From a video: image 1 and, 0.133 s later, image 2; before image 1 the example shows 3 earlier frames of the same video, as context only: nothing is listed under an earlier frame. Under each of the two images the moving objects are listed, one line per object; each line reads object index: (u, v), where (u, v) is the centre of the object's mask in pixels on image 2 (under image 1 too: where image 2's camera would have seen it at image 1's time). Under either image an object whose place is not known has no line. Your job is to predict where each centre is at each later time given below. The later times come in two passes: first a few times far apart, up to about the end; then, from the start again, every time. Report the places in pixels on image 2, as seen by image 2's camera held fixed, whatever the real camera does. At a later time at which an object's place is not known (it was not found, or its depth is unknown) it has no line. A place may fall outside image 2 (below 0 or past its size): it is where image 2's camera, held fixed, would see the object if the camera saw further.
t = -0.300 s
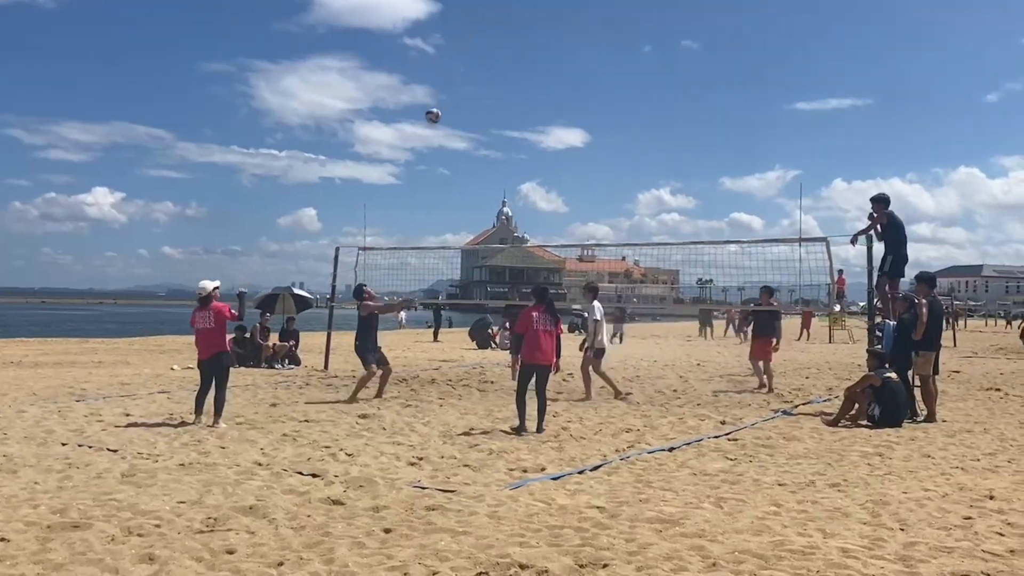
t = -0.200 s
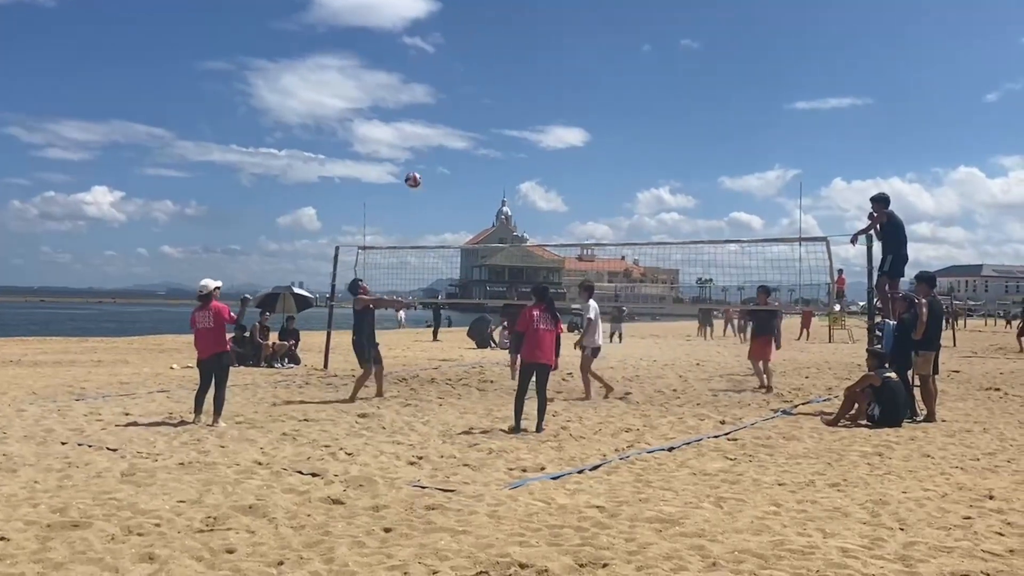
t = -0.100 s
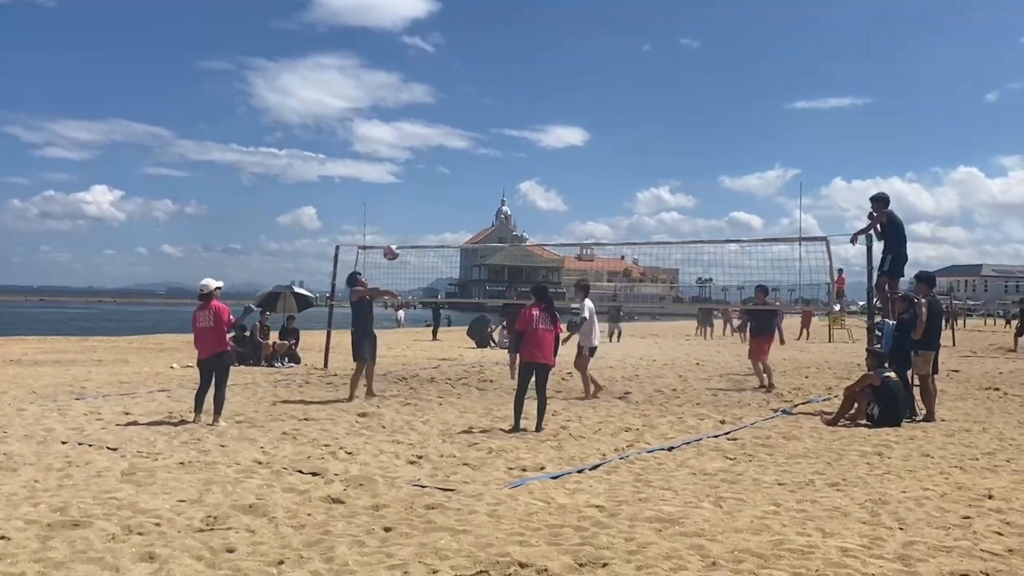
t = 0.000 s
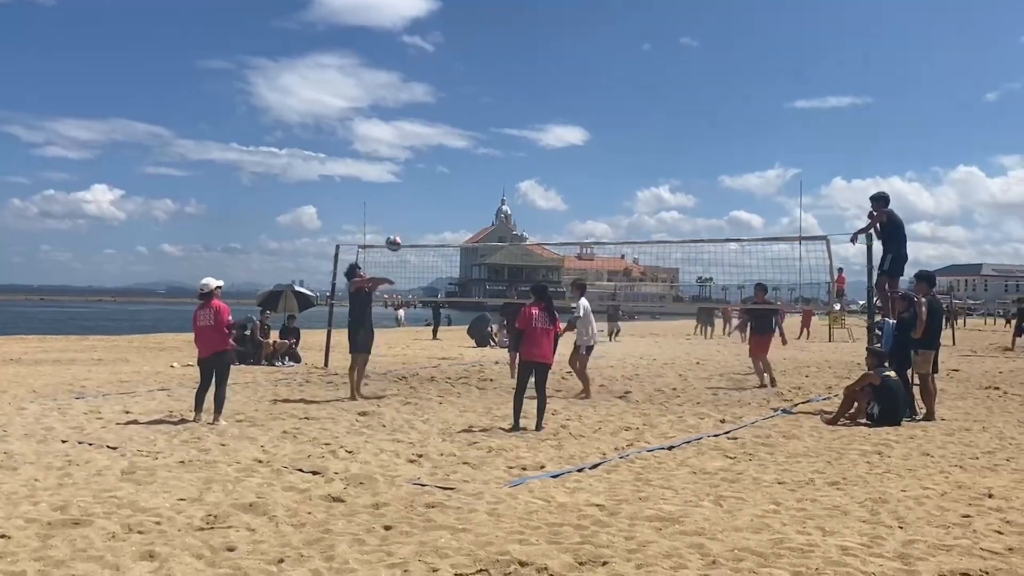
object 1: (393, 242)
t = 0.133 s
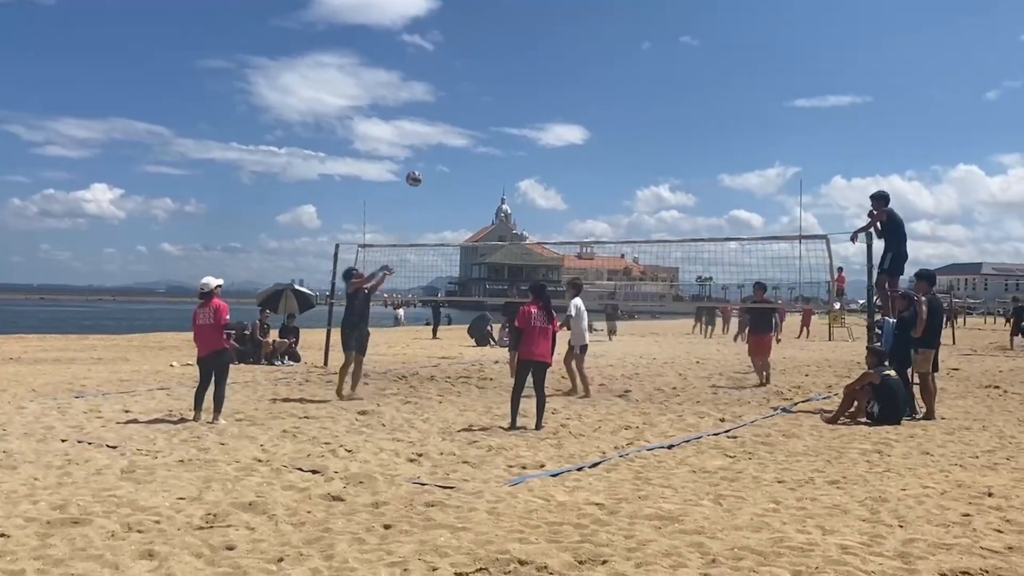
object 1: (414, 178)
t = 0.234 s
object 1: (427, 140)
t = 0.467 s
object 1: (455, 81)
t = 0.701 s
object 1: (479, 61)
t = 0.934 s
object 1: (499, 77)
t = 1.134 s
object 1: (514, 116)
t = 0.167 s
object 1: (418, 165)
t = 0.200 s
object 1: (423, 152)
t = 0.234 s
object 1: (427, 140)
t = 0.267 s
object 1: (431, 129)
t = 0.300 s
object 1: (436, 119)
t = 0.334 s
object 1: (440, 109)
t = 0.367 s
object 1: (444, 101)
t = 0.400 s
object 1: (448, 93)
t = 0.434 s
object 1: (452, 87)
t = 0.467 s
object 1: (455, 81)
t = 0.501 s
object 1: (459, 76)
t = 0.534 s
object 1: (462, 72)
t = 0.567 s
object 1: (466, 69)
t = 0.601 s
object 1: (469, 66)
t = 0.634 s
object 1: (472, 64)
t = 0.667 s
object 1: (476, 62)
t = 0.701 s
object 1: (479, 61)
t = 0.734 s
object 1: (482, 62)
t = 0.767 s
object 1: (485, 62)
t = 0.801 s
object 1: (488, 63)
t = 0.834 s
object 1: (491, 66)
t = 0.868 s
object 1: (494, 69)
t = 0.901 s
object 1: (497, 73)
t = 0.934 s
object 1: (499, 77)
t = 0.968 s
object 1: (502, 82)
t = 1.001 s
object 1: (504, 87)
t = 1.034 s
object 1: (507, 94)
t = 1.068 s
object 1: (509, 101)
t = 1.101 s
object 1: (511, 108)
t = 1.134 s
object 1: (514, 116)
